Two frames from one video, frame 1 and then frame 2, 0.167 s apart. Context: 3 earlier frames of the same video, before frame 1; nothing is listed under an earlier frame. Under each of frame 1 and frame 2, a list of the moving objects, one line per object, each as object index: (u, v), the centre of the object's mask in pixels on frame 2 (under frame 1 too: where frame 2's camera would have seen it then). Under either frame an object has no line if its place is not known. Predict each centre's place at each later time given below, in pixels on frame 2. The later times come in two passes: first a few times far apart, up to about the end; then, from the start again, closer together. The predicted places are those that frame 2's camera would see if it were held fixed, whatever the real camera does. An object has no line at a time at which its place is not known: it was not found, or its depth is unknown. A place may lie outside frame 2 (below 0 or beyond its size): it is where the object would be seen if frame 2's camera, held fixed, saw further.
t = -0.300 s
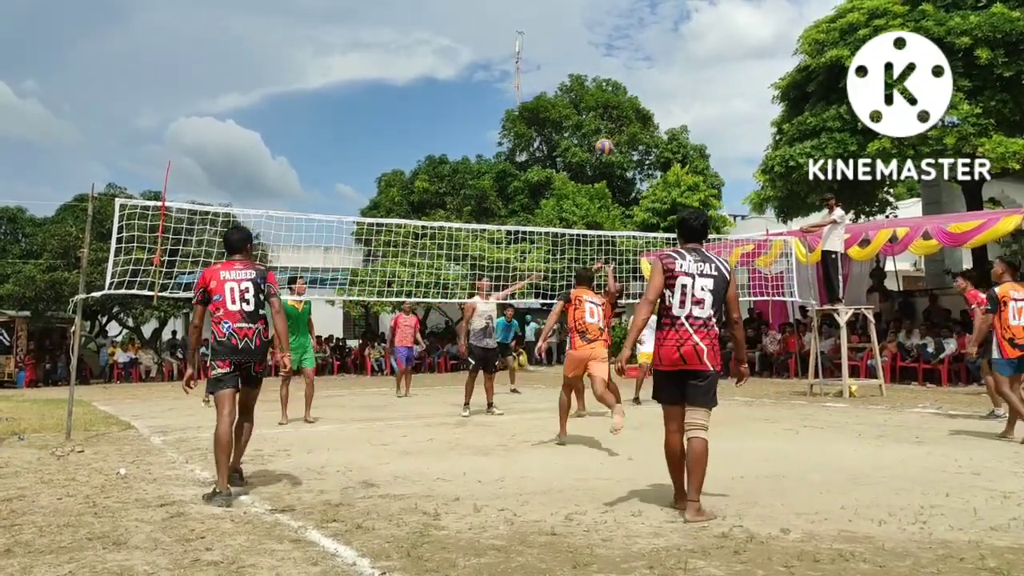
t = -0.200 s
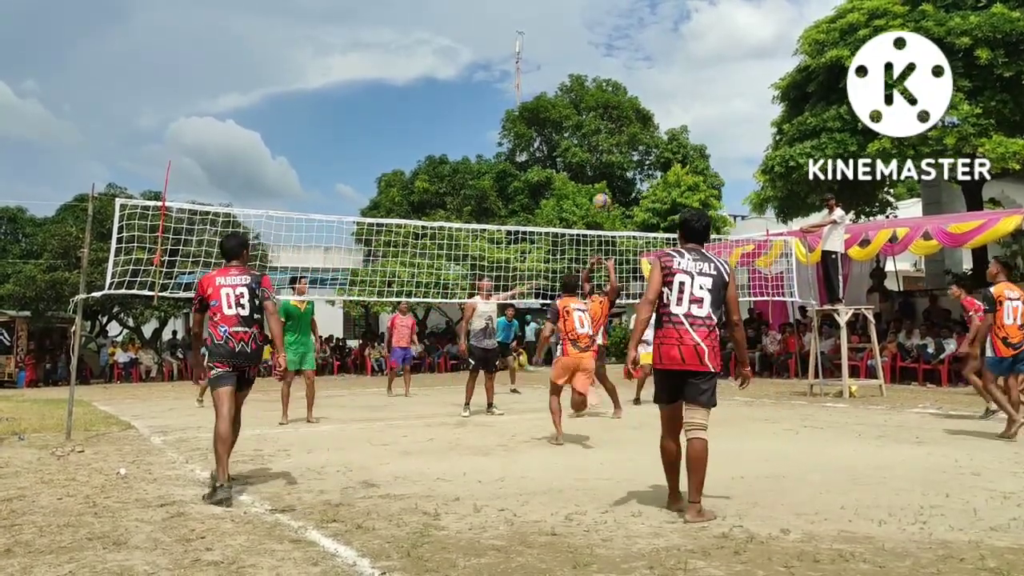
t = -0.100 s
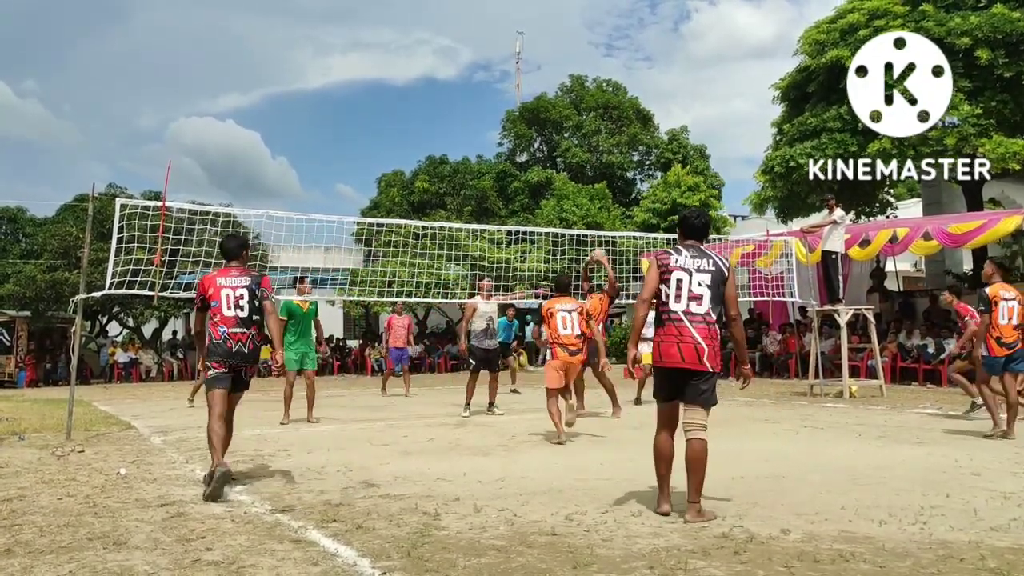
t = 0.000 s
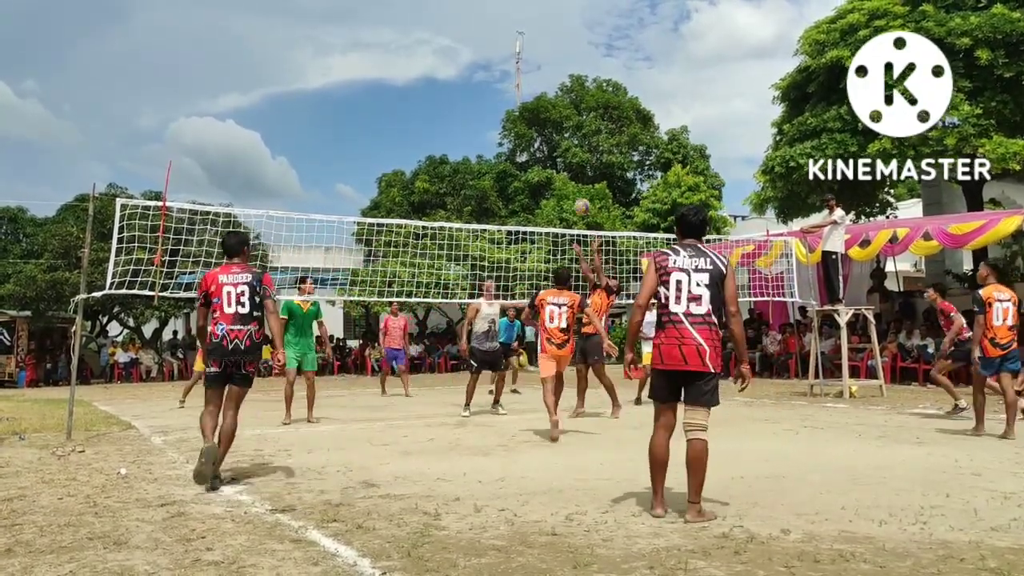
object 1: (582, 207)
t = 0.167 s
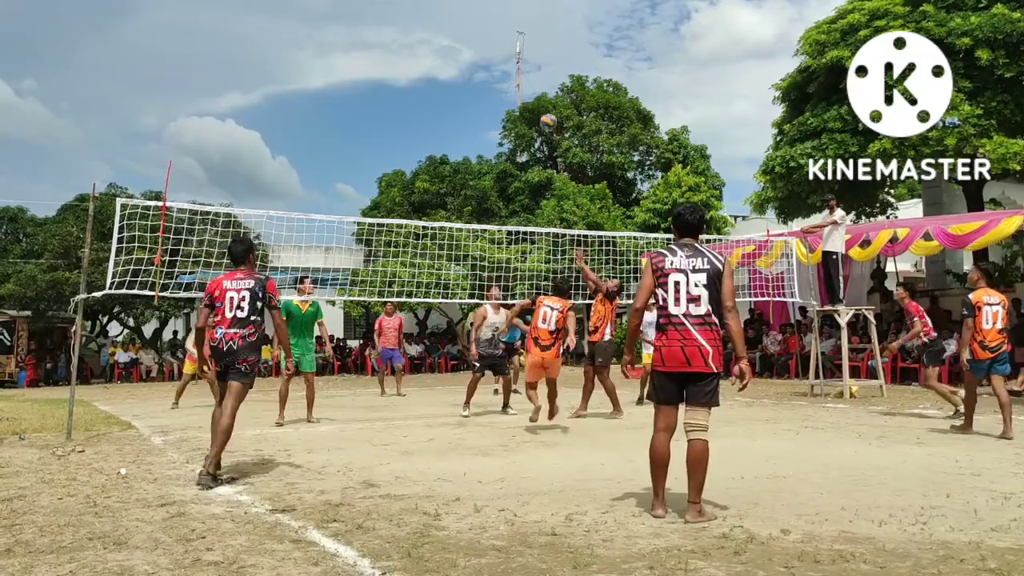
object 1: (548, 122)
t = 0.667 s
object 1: (446, 3)
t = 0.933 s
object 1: (390, 10)
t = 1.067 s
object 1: (361, 38)
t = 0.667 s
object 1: (446, 3)
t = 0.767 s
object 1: (426, 2)
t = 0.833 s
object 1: (411, 4)
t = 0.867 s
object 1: (404, 5)
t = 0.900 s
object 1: (397, 7)
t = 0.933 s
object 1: (390, 10)
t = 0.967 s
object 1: (383, 14)
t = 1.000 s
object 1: (376, 21)
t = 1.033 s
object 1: (368, 30)
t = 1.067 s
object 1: (361, 38)
